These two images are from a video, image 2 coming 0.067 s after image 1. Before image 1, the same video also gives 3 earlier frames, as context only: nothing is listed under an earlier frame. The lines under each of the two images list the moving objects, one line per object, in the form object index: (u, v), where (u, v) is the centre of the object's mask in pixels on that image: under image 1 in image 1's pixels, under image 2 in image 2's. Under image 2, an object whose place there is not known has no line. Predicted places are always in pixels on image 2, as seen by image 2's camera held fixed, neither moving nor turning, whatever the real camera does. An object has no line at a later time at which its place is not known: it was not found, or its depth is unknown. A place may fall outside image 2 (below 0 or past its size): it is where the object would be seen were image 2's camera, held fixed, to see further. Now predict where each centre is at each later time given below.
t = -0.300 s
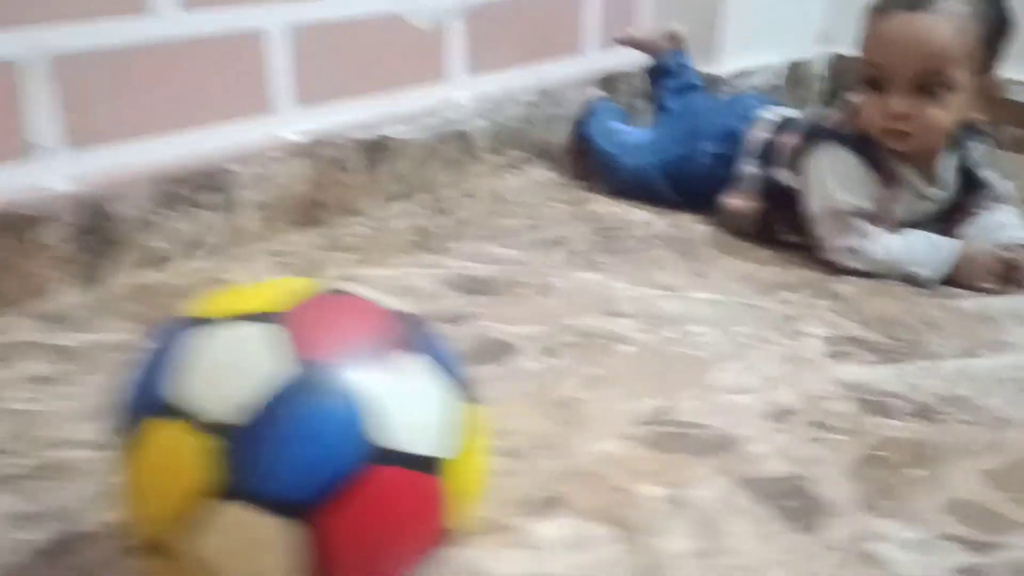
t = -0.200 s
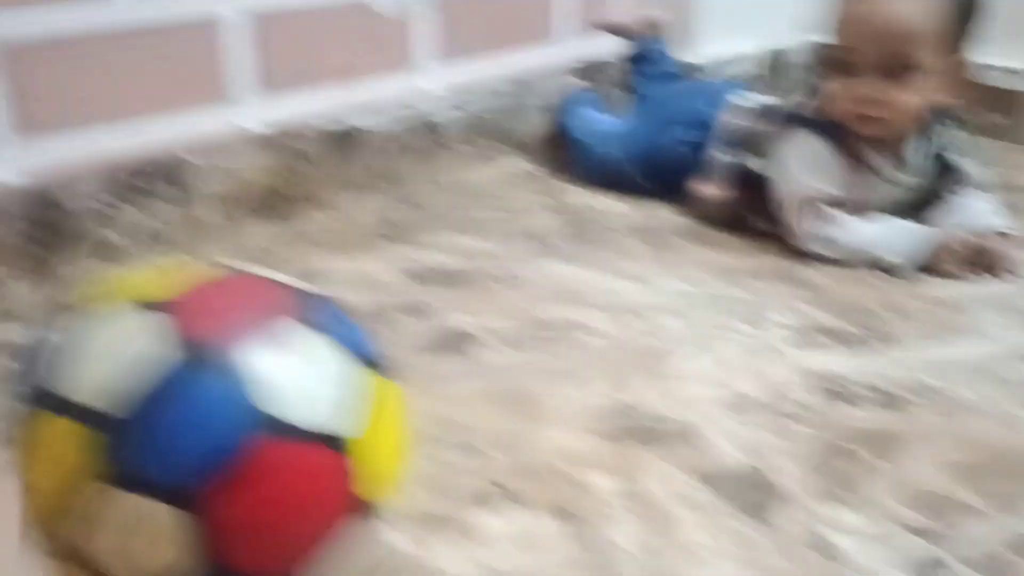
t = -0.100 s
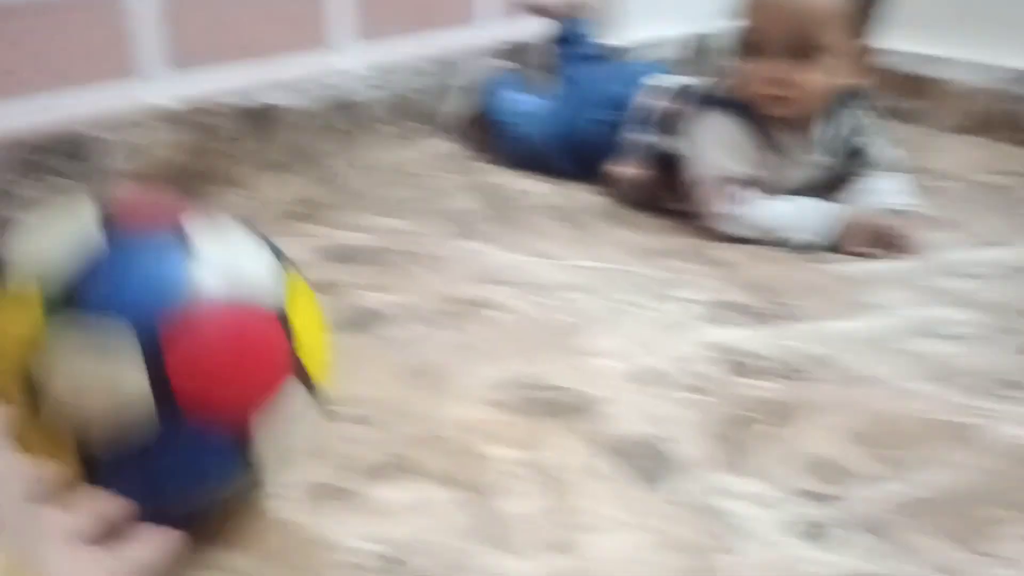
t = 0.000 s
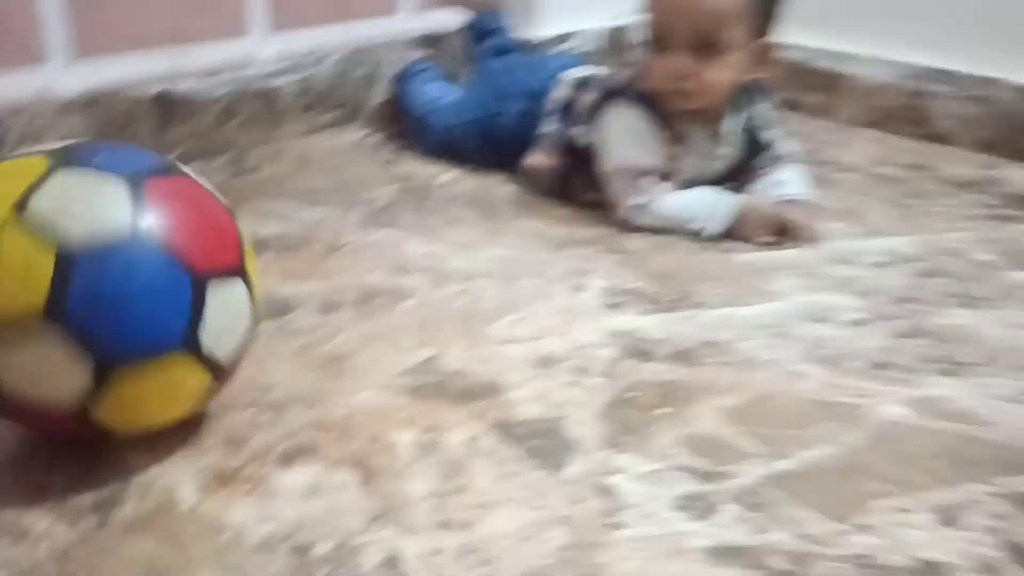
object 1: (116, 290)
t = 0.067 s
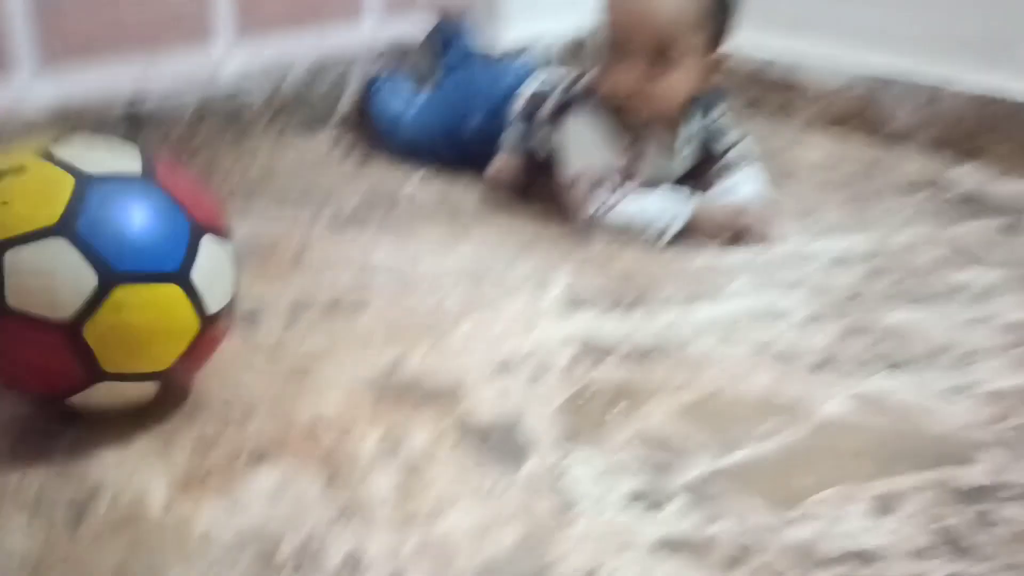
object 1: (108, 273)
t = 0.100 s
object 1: (120, 255)
